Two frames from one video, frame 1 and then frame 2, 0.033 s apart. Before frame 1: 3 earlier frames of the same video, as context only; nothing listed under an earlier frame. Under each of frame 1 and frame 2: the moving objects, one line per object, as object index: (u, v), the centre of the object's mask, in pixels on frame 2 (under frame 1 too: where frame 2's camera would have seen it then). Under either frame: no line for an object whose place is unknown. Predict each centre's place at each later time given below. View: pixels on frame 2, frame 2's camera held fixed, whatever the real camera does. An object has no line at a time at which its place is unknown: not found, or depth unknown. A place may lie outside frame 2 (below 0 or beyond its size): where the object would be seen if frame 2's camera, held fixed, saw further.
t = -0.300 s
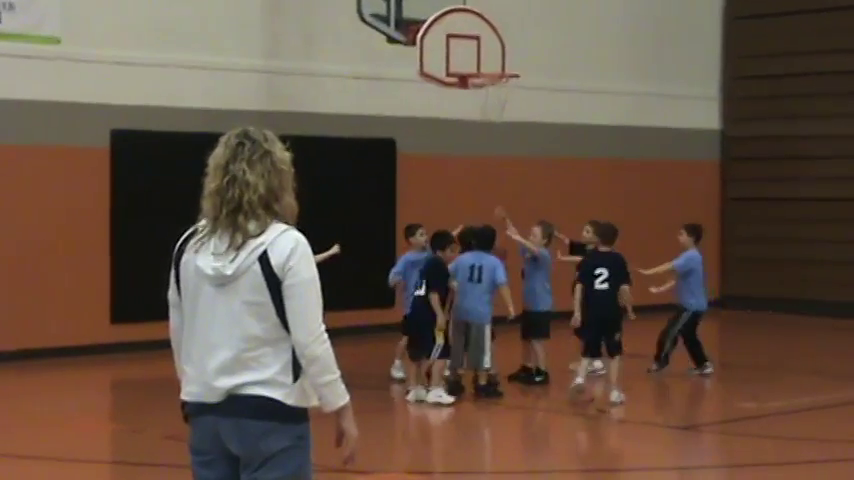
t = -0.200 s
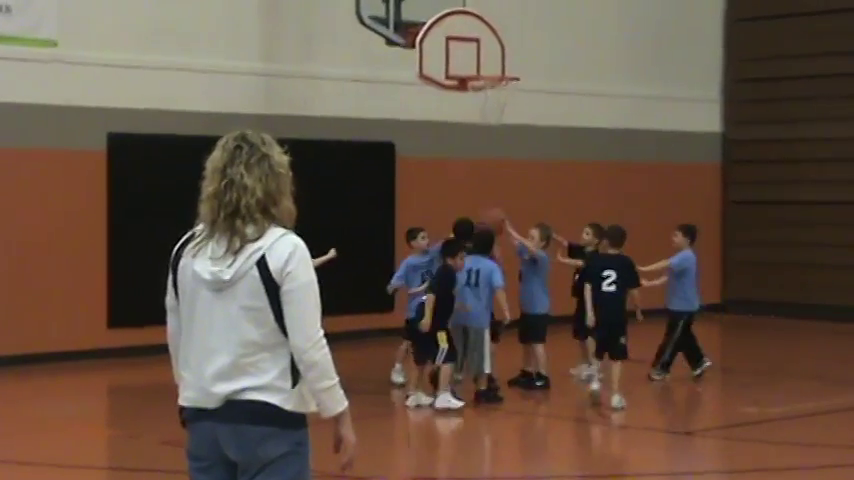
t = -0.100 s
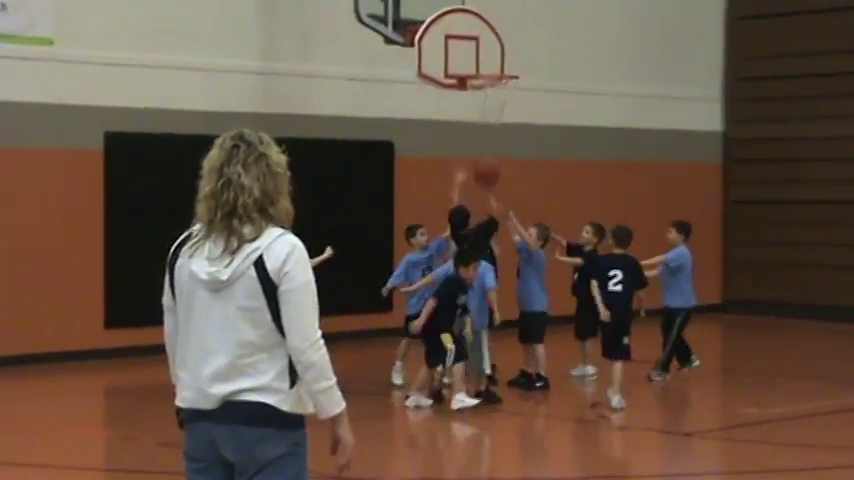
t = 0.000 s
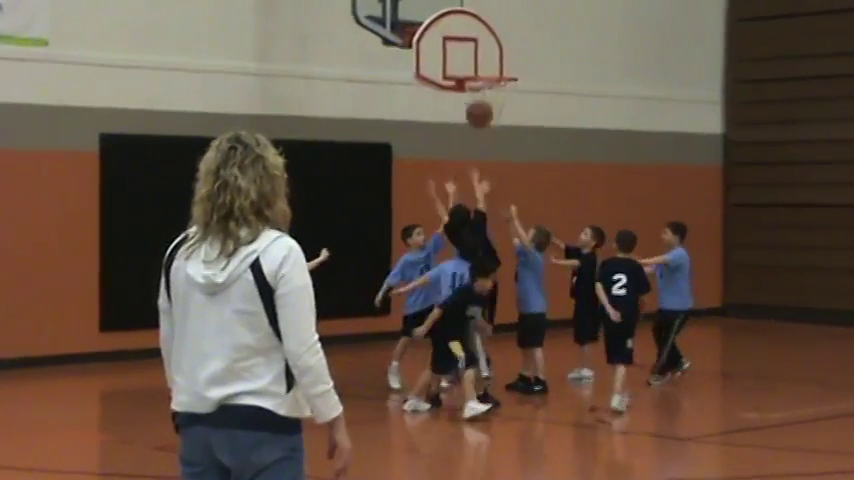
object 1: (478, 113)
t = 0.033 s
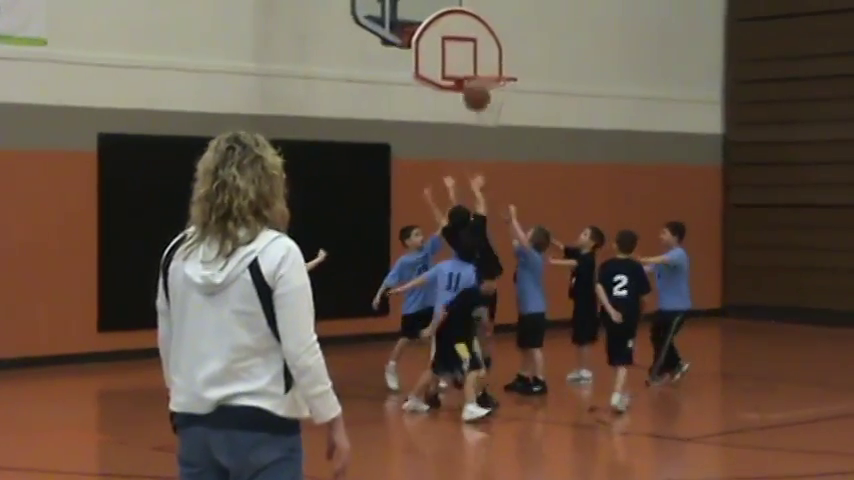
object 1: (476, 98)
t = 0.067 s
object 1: (475, 81)
